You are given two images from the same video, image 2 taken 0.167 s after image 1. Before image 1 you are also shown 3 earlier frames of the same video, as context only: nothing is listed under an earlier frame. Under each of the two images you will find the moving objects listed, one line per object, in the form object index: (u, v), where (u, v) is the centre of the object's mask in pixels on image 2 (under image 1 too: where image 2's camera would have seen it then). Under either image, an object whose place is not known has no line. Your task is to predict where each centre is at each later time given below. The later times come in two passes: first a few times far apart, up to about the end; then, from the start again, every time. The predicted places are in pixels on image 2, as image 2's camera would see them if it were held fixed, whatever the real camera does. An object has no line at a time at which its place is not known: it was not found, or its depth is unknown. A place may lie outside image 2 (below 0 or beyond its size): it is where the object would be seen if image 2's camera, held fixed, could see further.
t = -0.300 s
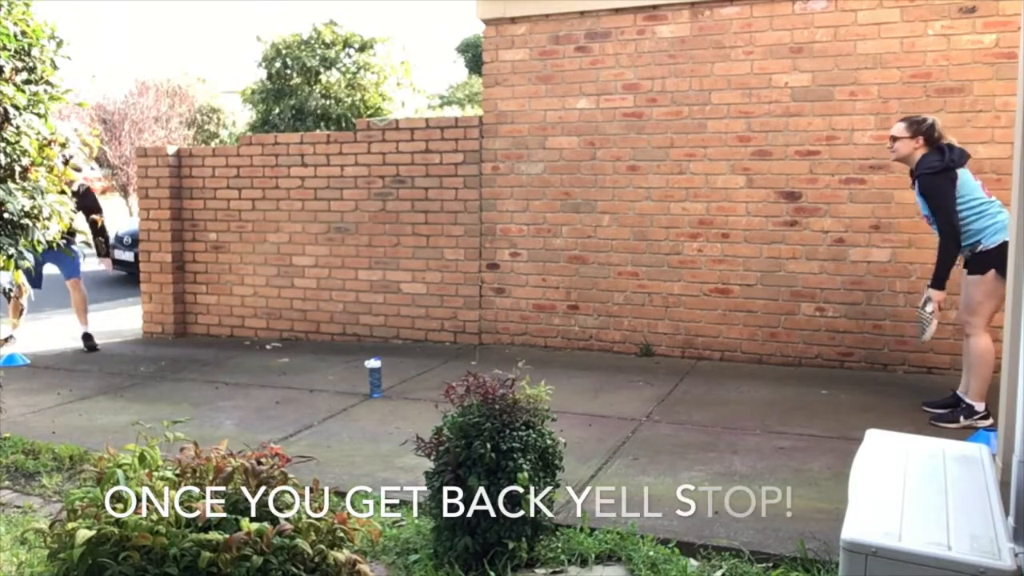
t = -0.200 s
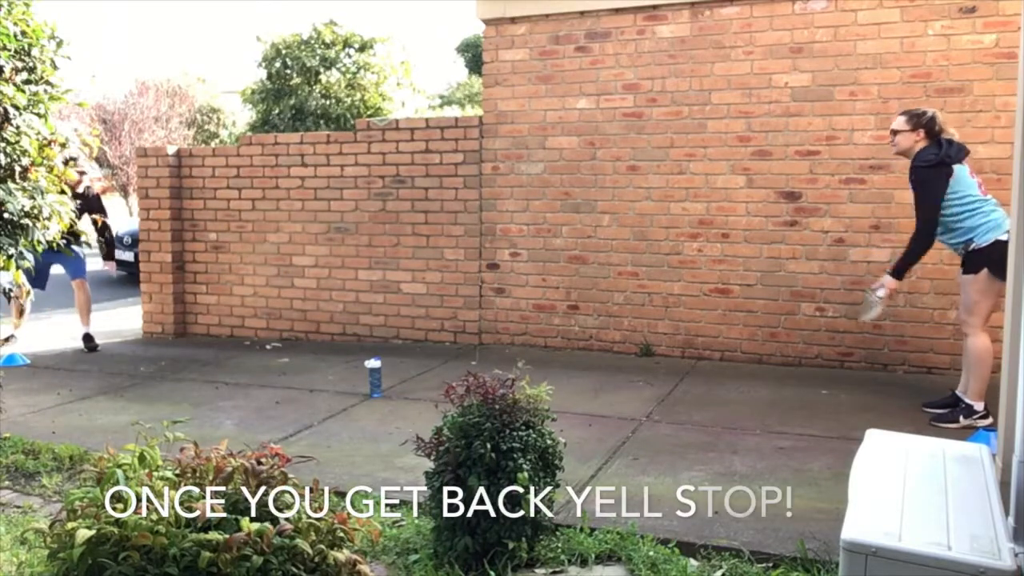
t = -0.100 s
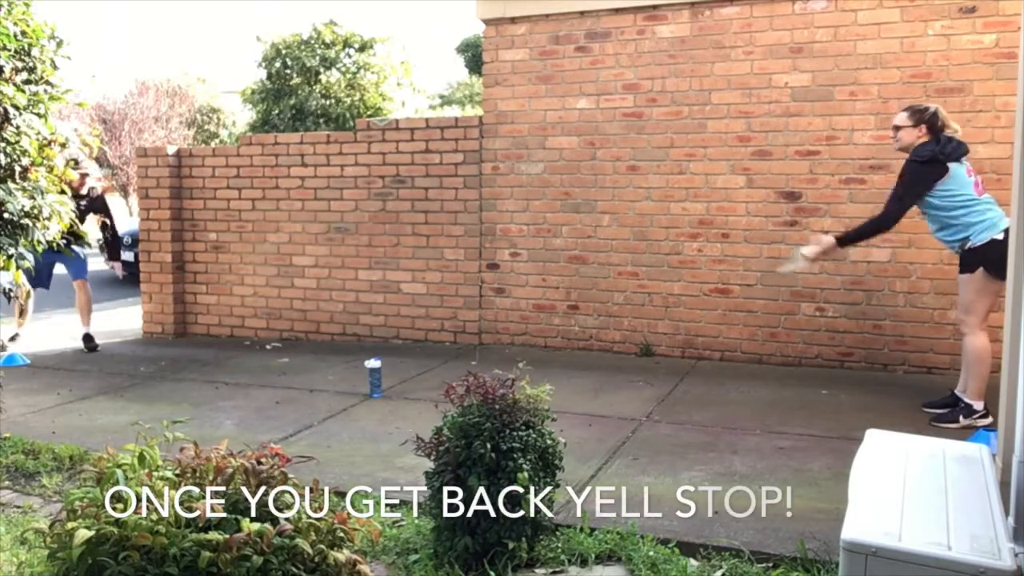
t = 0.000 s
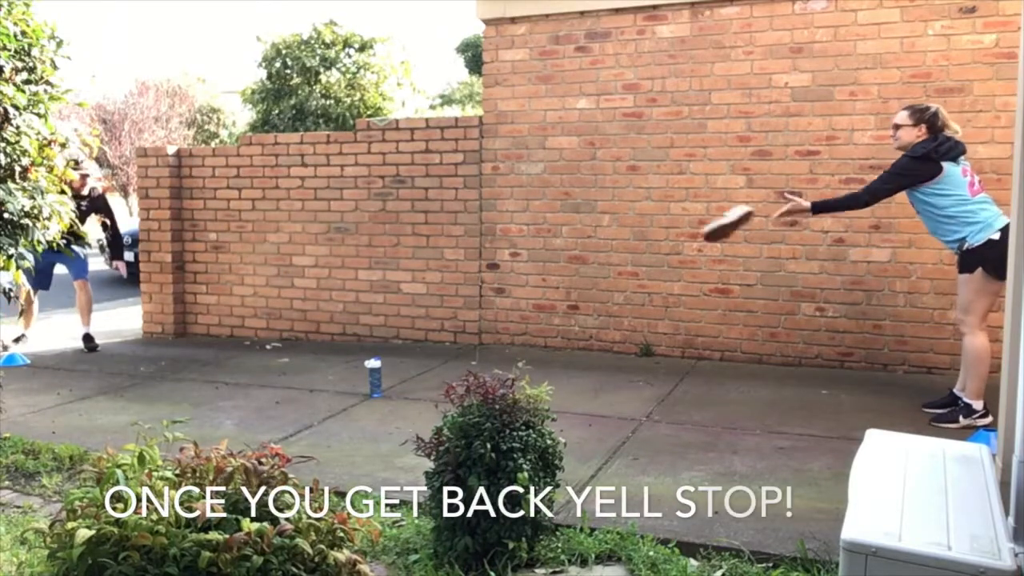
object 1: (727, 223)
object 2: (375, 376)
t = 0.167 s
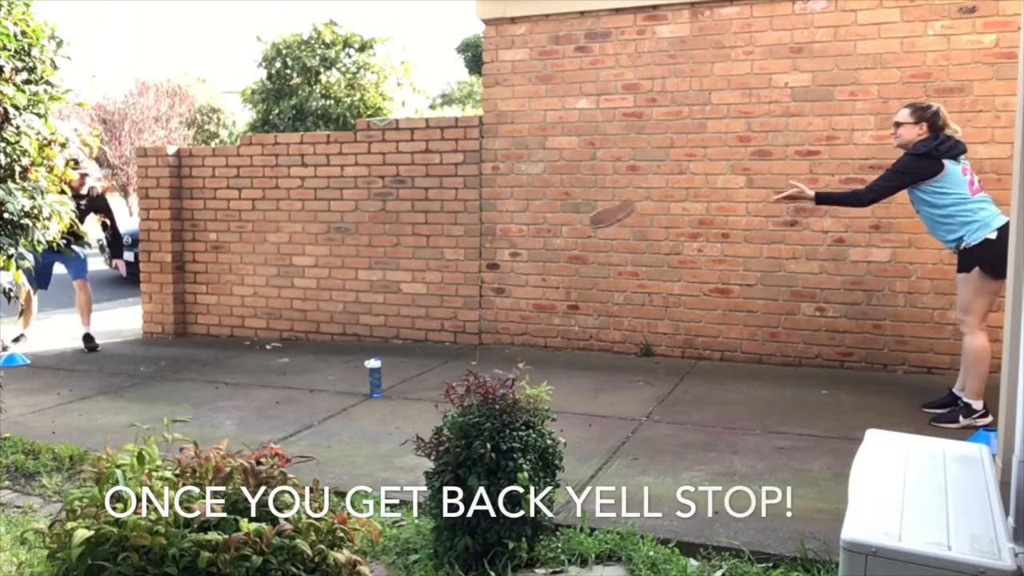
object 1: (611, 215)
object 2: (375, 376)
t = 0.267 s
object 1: (551, 234)
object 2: (375, 376)
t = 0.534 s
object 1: (399, 353)
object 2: (374, 377)
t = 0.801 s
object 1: (361, 381)
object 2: (330, 386)
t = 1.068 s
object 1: (348, 376)
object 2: (323, 389)
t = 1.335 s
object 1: (340, 377)
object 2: (322, 390)
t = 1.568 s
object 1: (339, 377)
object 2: (323, 390)
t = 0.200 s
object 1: (591, 217)
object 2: (375, 376)
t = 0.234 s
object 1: (572, 226)
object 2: (375, 376)
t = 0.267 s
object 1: (551, 234)
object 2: (375, 376)
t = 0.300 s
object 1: (531, 244)
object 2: (375, 376)
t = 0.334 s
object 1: (510, 255)
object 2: (375, 376)
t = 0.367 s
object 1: (491, 267)
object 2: (375, 376)
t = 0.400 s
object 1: (474, 279)
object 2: (375, 376)
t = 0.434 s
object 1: (452, 296)
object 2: (375, 376)
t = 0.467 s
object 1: (434, 314)
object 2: (375, 376)
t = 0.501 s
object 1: (415, 332)
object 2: (375, 376)
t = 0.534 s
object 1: (399, 353)
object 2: (374, 377)
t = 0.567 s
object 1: (385, 373)
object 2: (368, 377)
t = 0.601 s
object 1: (383, 377)
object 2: (361, 378)
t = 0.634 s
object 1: (374, 370)
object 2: (353, 380)
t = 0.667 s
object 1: (368, 371)
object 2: (343, 381)
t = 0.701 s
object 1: (364, 374)
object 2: (337, 386)
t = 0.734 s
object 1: (359, 380)
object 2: (331, 389)
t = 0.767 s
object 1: (358, 382)
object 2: (331, 387)
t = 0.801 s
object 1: (361, 381)
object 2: (330, 386)
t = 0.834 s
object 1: (356, 379)
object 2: (328, 387)
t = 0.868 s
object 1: (355, 379)
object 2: (327, 388)
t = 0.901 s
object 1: (353, 379)
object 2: (325, 388)
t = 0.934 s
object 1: (353, 378)
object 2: (325, 388)
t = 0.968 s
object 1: (350, 376)
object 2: (325, 388)
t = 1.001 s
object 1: (349, 376)
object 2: (324, 389)
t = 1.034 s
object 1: (348, 376)
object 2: (324, 389)
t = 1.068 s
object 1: (348, 376)
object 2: (323, 389)
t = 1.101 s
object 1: (347, 376)
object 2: (323, 389)
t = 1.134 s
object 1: (346, 376)
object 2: (322, 389)
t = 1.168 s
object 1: (346, 375)
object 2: (323, 389)
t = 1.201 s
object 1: (344, 375)
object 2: (323, 389)
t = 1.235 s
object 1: (344, 375)
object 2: (322, 390)
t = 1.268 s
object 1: (344, 375)
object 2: (323, 390)
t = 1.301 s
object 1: (343, 375)
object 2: (323, 389)
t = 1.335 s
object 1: (340, 377)
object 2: (322, 390)
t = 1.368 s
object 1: (339, 377)
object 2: (323, 390)
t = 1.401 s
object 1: (339, 376)
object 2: (323, 390)
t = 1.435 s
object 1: (340, 376)
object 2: (323, 390)
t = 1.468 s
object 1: (339, 377)
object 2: (323, 390)
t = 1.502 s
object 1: (339, 377)
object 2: (323, 390)
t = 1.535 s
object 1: (340, 377)
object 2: (323, 390)
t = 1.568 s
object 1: (339, 377)
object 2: (323, 390)
